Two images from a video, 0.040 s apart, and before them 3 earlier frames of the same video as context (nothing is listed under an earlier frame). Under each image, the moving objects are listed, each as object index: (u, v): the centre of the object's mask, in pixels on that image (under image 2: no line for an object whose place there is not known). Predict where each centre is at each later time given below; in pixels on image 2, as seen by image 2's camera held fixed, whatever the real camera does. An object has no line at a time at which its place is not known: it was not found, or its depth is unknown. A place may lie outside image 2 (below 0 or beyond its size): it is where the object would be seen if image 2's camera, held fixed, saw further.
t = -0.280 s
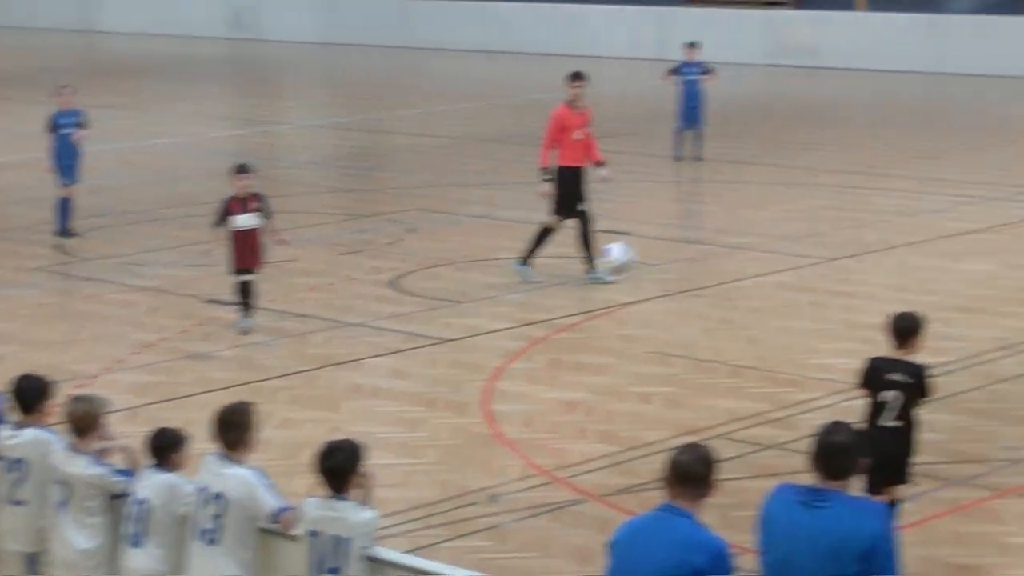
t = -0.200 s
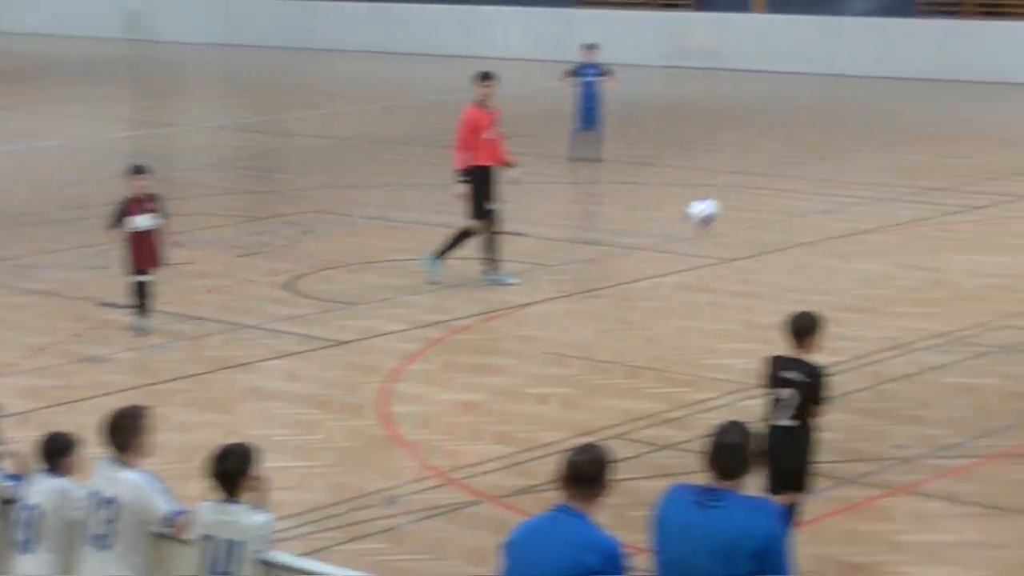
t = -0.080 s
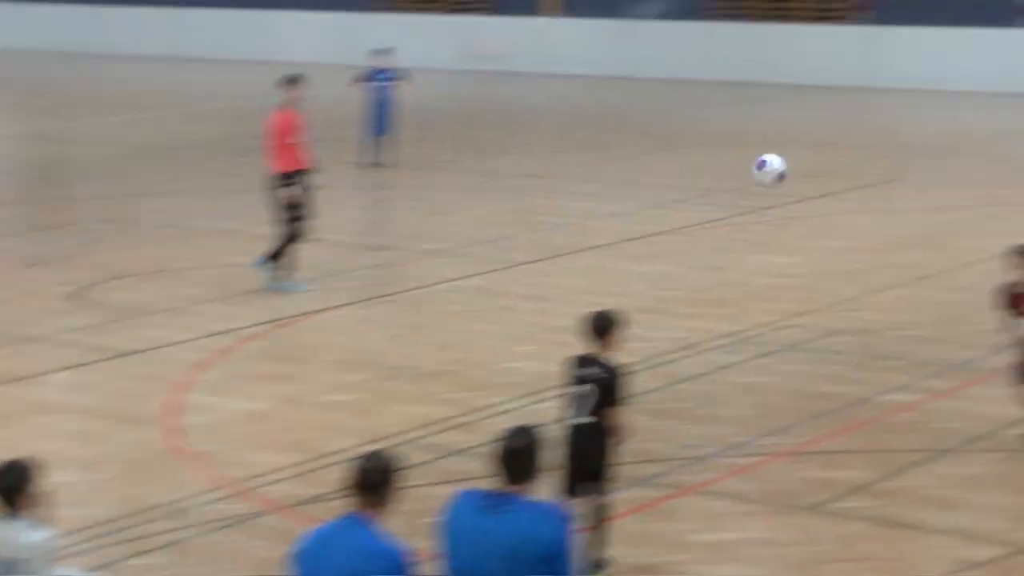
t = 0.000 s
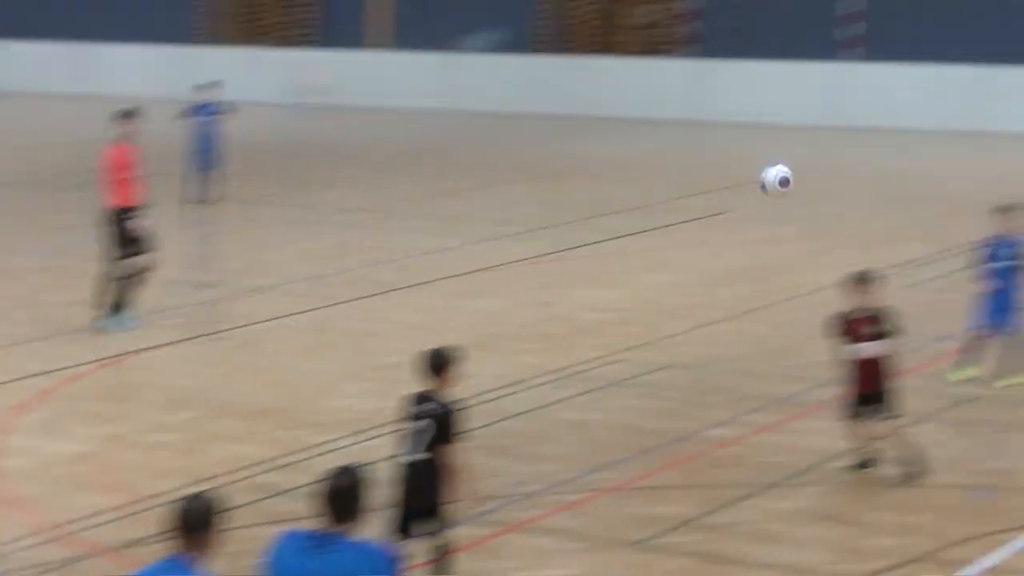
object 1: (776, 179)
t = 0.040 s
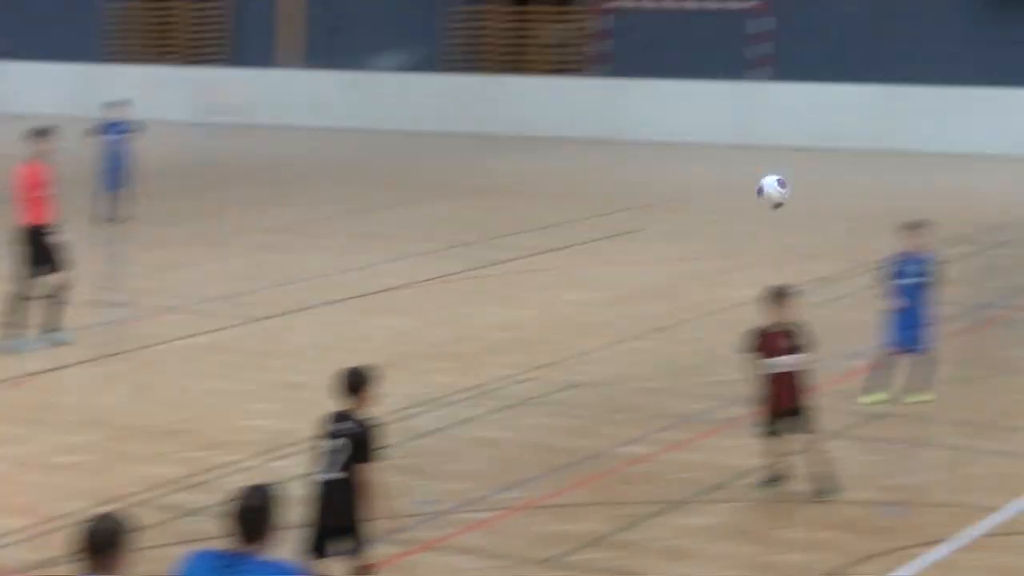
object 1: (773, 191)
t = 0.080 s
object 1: (857, 185)
